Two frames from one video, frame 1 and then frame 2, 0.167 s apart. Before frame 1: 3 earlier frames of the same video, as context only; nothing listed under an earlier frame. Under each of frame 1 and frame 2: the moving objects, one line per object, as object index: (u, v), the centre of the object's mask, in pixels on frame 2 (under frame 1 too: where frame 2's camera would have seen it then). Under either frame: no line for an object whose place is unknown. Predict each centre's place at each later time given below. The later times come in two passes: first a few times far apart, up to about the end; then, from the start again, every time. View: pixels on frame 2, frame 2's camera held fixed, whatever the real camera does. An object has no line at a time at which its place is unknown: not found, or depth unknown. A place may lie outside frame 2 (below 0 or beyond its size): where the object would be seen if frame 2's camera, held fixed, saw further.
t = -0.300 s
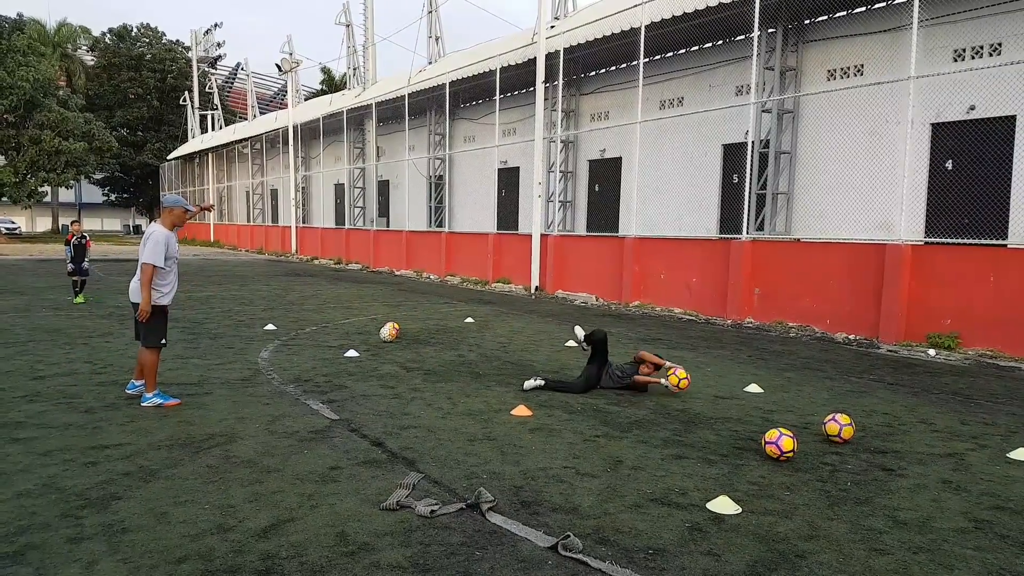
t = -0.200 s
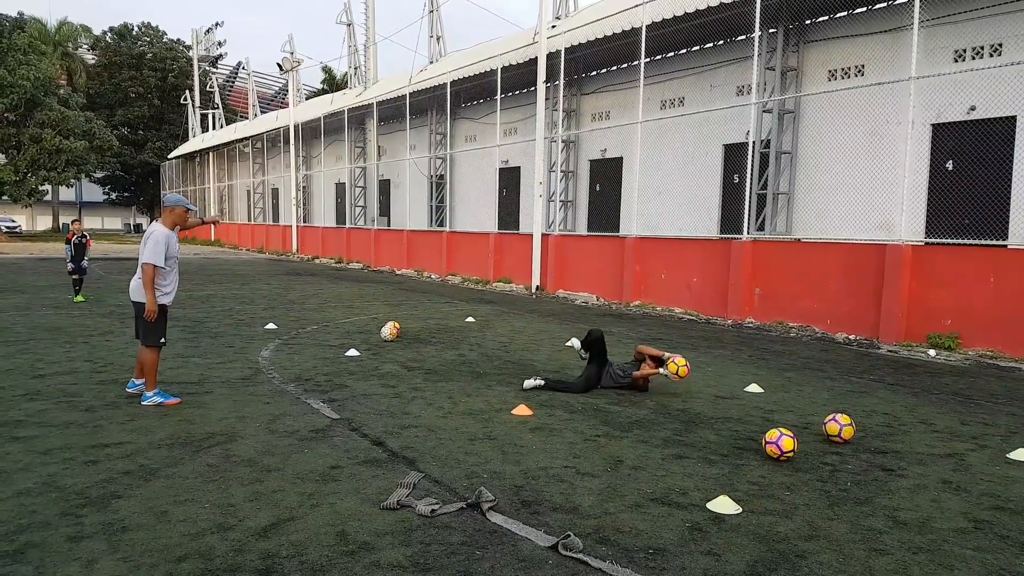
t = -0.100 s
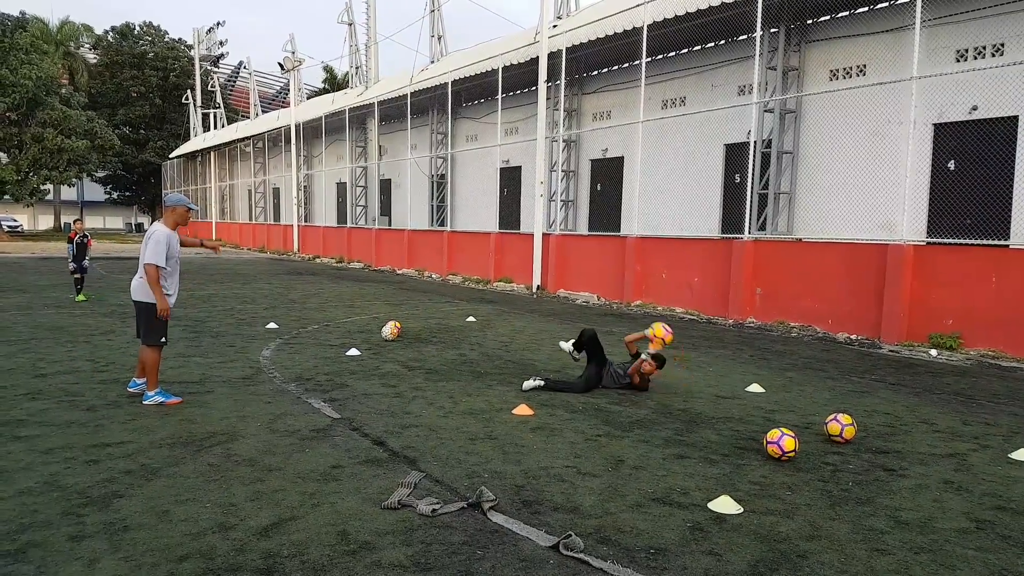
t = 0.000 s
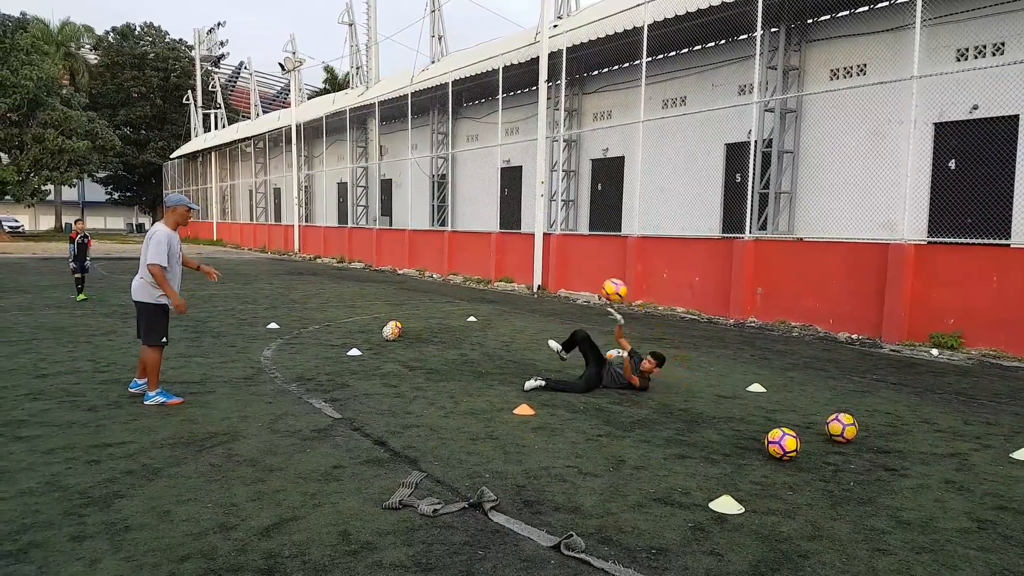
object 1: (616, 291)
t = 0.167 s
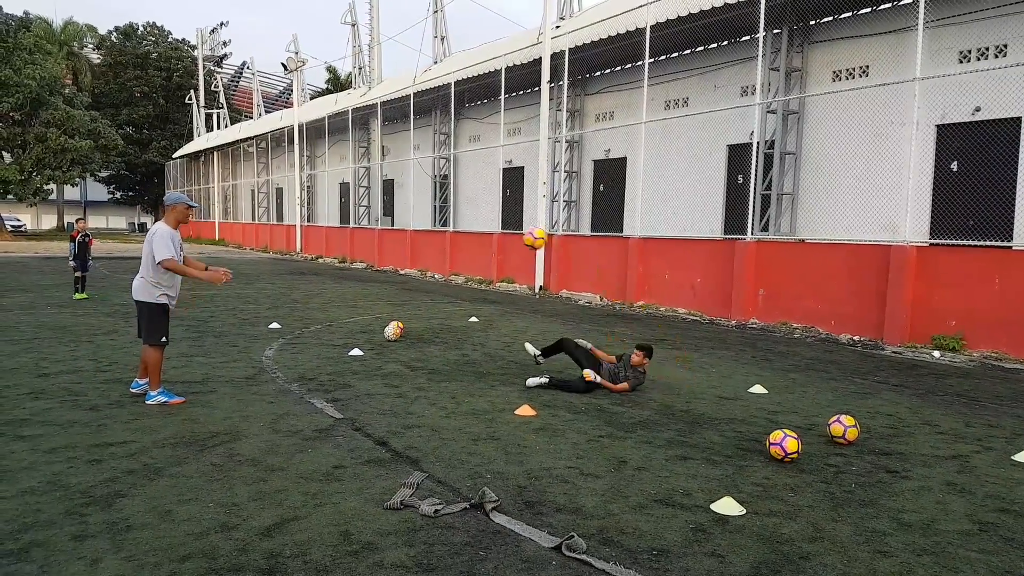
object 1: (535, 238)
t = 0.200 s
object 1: (517, 230)
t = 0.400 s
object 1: (415, 212)
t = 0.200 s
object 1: (517, 230)
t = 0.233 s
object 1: (502, 224)
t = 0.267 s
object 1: (484, 220)
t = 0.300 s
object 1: (467, 216)
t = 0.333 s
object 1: (450, 213)
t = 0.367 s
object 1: (433, 212)
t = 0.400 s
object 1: (415, 212)
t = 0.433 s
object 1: (397, 212)
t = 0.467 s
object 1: (380, 215)
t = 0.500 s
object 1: (361, 218)
